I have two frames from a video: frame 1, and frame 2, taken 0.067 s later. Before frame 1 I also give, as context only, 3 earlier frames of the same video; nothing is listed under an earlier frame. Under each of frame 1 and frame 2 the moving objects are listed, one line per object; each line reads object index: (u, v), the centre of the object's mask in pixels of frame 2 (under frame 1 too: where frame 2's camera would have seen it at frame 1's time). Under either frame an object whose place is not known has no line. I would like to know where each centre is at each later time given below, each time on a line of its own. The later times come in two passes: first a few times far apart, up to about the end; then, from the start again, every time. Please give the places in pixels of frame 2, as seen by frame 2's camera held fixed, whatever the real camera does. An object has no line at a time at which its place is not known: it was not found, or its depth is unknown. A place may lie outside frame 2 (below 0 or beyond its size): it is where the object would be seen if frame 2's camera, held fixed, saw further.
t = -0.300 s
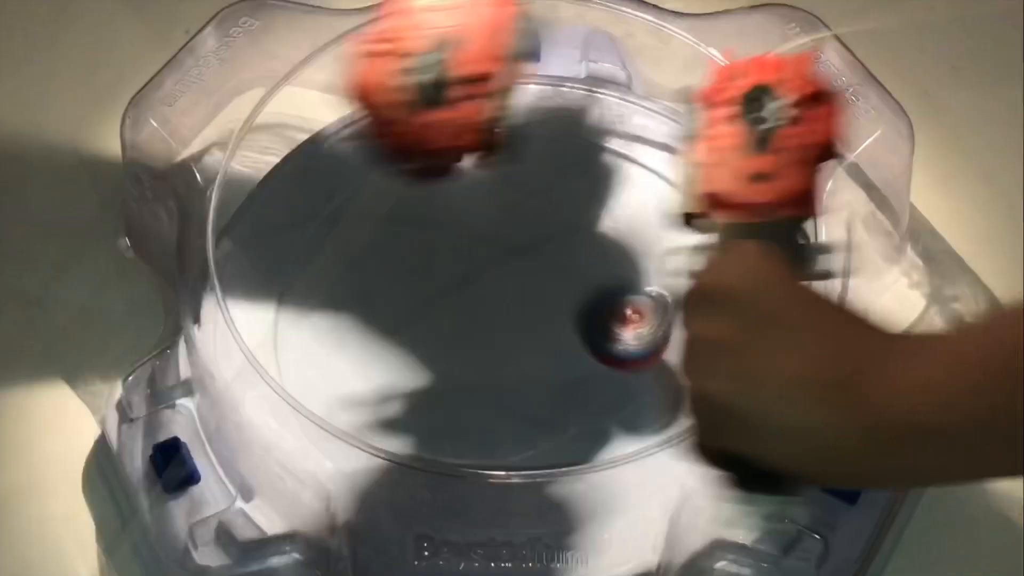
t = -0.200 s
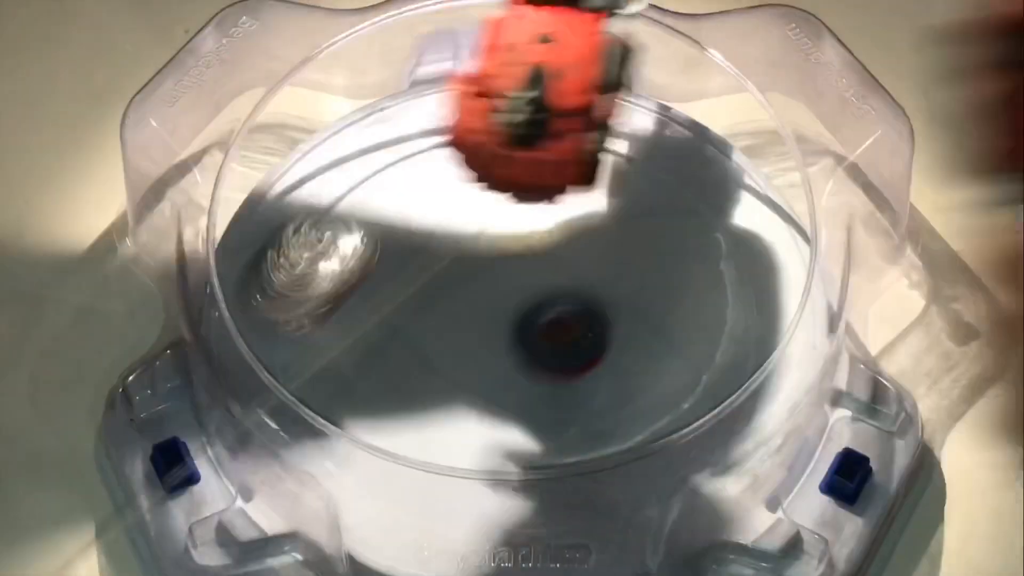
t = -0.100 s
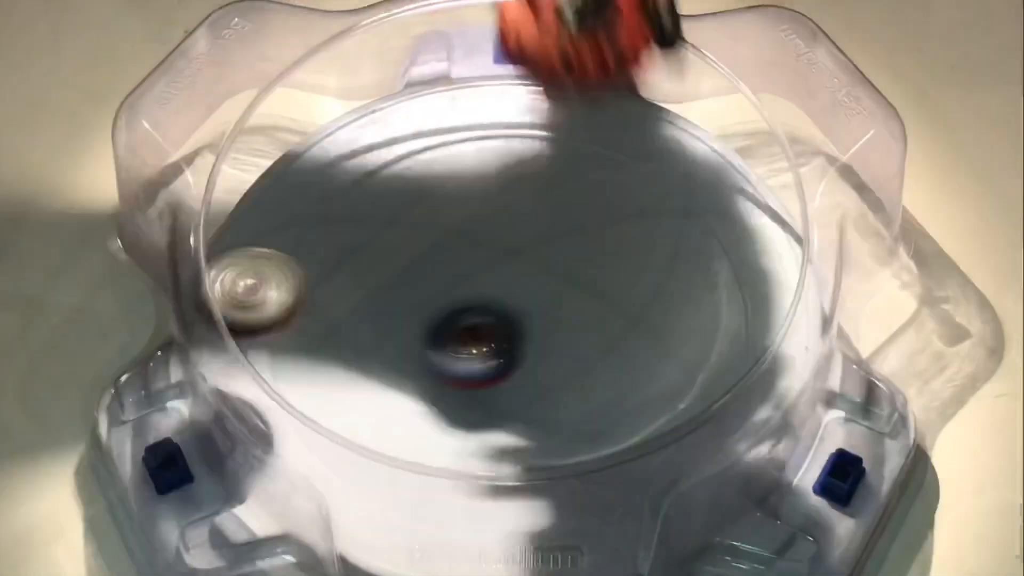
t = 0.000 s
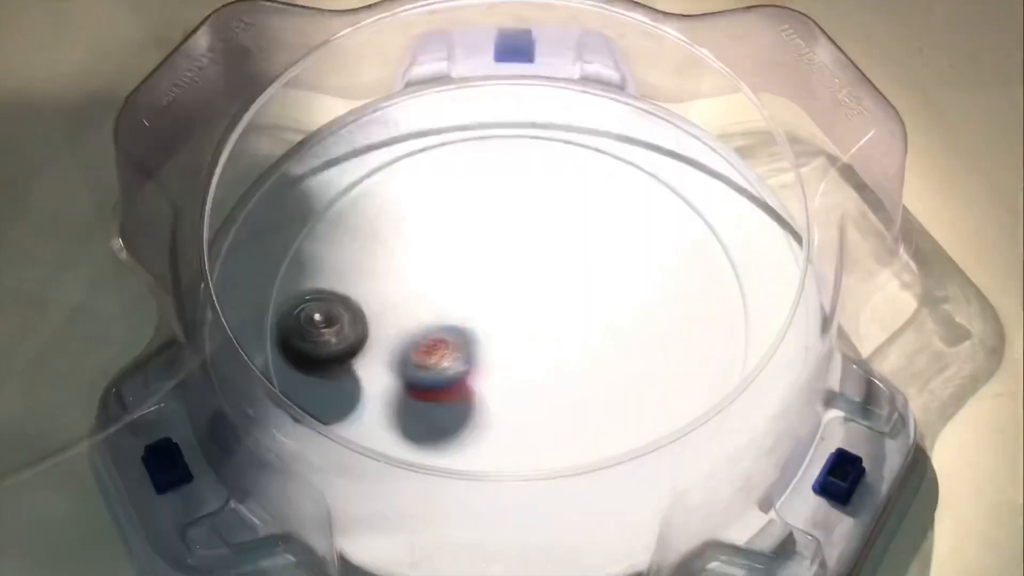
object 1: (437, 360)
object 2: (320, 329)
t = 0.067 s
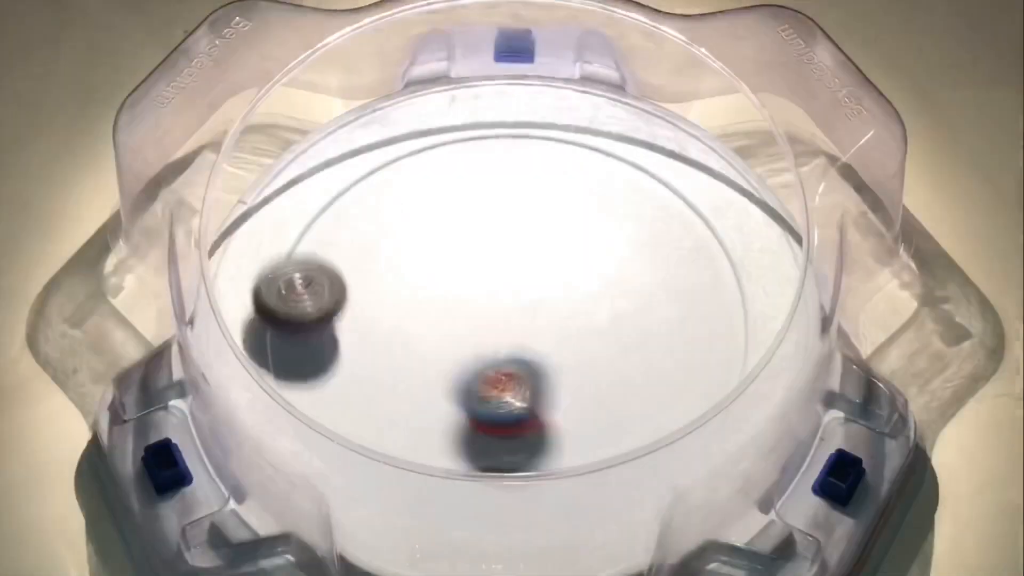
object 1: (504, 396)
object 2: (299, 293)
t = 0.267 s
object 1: (577, 413)
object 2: (351, 234)
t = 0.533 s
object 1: (428, 385)
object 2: (506, 285)
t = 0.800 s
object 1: (358, 378)
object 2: (544, 288)
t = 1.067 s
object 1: (372, 365)
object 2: (451, 237)
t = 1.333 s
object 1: (370, 328)
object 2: (421, 243)
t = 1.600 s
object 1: (389, 334)
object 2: (469, 237)
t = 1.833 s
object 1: (380, 306)
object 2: (582, 197)
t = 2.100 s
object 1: (397, 387)
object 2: (634, 210)
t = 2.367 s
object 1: (413, 344)
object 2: (619, 263)
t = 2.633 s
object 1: (393, 374)
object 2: (689, 239)
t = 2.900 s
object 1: (462, 322)
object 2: (596, 258)
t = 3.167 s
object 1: (438, 256)
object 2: (541, 406)
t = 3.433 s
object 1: (421, 241)
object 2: (578, 436)
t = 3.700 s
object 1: (483, 276)
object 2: (580, 356)
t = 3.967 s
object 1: (530, 235)
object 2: (413, 384)
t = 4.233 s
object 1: (532, 254)
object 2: (400, 421)
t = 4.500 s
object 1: (554, 299)
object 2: (448, 322)
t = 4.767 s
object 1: (654, 311)
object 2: (351, 281)
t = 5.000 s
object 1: (621, 303)
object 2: (408, 315)
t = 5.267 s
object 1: (523, 382)
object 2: (513, 250)
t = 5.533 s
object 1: (564, 407)
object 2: (494, 240)
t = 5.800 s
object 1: (459, 369)
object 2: (544, 258)
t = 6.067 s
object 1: (486, 434)
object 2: (518, 311)
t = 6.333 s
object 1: (552, 424)
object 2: (520, 209)
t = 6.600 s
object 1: (487, 351)
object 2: (445, 266)
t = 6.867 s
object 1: (439, 455)
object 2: (482, 258)
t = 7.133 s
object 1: (560, 380)
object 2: (518, 306)
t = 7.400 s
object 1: (489, 359)
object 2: (506, 234)
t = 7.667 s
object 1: (428, 364)
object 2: (528, 306)
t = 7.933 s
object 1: (394, 419)
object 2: (541, 291)
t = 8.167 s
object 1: (436, 345)
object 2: (552, 279)
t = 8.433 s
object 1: (341, 306)
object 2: (577, 296)
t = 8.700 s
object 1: (405, 300)
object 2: (511, 329)
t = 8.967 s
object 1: (416, 214)
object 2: (571, 386)
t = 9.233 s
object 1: (503, 205)
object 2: (527, 349)
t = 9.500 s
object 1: (617, 268)
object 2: (453, 281)
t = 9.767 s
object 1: (600, 336)
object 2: (461, 258)
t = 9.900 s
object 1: (533, 351)
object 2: (488, 271)
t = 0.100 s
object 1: (531, 403)
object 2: (296, 279)
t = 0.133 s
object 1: (555, 411)
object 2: (299, 261)
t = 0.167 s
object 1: (572, 416)
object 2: (306, 249)
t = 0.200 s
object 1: (581, 417)
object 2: (319, 240)
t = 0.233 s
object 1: (582, 416)
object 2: (334, 236)
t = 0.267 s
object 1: (577, 413)
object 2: (351, 234)
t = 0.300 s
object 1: (566, 408)
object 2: (371, 235)
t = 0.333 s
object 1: (550, 404)
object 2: (392, 238)
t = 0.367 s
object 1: (531, 401)
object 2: (413, 245)
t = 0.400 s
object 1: (511, 397)
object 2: (433, 252)
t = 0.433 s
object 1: (490, 394)
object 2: (454, 261)
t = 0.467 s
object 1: (469, 390)
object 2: (472, 270)
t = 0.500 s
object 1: (449, 386)
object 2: (491, 278)
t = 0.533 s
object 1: (428, 385)
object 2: (506, 285)
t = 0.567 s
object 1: (409, 383)
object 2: (522, 293)
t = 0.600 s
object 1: (394, 382)
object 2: (534, 298)
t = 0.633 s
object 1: (382, 380)
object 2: (542, 302)
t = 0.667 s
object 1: (373, 380)
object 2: (548, 303)
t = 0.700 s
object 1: (367, 379)
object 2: (551, 303)
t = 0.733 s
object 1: (363, 378)
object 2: (551, 300)
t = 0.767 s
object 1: (360, 378)
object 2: (549, 295)
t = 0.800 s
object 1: (358, 378)
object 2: (544, 288)
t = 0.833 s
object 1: (358, 378)
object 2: (536, 280)
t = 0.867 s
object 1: (358, 377)
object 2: (526, 271)
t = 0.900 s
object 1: (360, 376)
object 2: (514, 261)
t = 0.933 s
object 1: (362, 375)
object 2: (501, 253)
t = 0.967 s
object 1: (364, 374)
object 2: (487, 245)
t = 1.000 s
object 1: (367, 372)
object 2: (474, 238)
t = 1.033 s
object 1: (370, 368)
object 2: (461, 237)
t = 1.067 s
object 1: (372, 365)
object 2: (451, 237)
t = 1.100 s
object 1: (375, 361)
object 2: (443, 237)
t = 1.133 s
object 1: (377, 356)
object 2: (435, 239)
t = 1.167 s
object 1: (379, 350)
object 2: (428, 242)
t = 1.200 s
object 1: (380, 344)
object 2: (423, 245)
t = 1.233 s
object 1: (382, 336)
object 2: (417, 249)
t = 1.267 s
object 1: (382, 328)
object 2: (413, 251)
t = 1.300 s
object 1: (376, 327)
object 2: (417, 246)
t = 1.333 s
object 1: (370, 328)
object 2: (421, 243)
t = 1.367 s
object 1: (364, 330)
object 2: (426, 241)
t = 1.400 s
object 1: (362, 331)
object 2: (432, 241)
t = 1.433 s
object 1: (362, 334)
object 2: (438, 241)
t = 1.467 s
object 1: (363, 336)
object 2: (445, 241)
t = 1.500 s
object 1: (367, 336)
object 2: (449, 241)
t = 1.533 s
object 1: (372, 337)
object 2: (456, 240)
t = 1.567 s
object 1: (380, 336)
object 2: (462, 239)
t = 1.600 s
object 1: (389, 334)
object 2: (469, 237)
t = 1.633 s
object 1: (399, 331)
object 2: (474, 235)
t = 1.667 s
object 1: (409, 326)
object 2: (479, 234)
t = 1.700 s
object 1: (421, 318)
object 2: (483, 233)
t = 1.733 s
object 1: (432, 307)
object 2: (488, 232)
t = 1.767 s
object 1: (437, 296)
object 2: (500, 228)
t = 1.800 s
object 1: (406, 300)
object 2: (542, 212)
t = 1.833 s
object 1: (380, 306)
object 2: (582, 197)
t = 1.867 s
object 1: (361, 315)
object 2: (613, 185)
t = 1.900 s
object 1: (347, 327)
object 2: (638, 175)
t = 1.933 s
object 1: (340, 339)
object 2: (655, 166)
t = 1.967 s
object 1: (341, 353)
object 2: (661, 166)
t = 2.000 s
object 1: (348, 366)
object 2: (659, 176)
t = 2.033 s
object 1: (361, 376)
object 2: (654, 186)
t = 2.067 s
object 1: (378, 384)
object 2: (645, 198)
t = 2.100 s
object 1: (397, 387)
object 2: (634, 210)
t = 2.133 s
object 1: (418, 386)
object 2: (620, 224)
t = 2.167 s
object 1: (438, 380)
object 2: (606, 236)
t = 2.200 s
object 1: (457, 371)
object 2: (590, 249)
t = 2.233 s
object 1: (473, 358)
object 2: (574, 264)
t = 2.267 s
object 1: (487, 344)
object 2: (560, 276)
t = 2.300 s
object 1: (471, 336)
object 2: (568, 276)
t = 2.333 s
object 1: (439, 341)
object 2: (595, 265)
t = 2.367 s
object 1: (413, 344)
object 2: (619, 263)
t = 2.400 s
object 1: (394, 346)
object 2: (639, 257)
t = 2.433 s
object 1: (380, 349)
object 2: (655, 255)
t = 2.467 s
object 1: (373, 353)
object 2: (668, 253)
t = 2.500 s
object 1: (372, 359)
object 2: (680, 252)
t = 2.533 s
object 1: (374, 364)
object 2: (687, 250)
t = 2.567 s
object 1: (379, 369)
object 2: (691, 246)
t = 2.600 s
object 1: (386, 372)
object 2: (691, 243)
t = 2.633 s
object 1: (393, 374)
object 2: (689, 239)
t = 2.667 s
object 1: (402, 374)
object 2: (682, 236)
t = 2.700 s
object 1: (411, 371)
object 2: (672, 233)
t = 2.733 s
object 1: (422, 365)
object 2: (661, 231)
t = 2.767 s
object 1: (432, 357)
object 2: (650, 232)
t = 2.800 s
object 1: (442, 348)
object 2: (637, 235)
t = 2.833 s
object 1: (450, 340)
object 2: (623, 240)
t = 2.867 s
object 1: (457, 331)
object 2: (610, 247)
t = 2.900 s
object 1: (462, 322)
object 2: (596, 258)
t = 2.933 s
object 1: (465, 313)
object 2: (581, 273)
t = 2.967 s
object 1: (465, 304)
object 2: (567, 289)
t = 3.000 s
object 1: (461, 295)
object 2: (558, 308)
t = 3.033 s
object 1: (454, 284)
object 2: (552, 328)
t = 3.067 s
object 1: (449, 276)
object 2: (548, 349)
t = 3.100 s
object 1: (445, 269)
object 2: (545, 370)
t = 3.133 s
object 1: (442, 262)
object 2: (542, 389)
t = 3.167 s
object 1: (438, 256)
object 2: (541, 406)
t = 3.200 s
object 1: (435, 251)
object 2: (542, 421)
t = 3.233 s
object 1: (432, 247)
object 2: (543, 431)
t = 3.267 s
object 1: (429, 244)
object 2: (547, 436)
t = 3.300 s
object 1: (427, 241)
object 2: (551, 439)
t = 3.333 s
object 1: (424, 239)
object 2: (556, 441)
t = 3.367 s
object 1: (422, 239)
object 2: (562, 441)
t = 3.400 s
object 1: (421, 239)
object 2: (569, 439)
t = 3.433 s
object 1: (421, 241)
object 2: (578, 436)
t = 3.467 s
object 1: (422, 244)
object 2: (586, 431)
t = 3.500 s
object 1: (425, 248)
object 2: (594, 425)
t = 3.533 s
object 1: (431, 253)
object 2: (598, 412)
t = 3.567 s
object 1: (438, 258)
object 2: (602, 400)
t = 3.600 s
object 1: (448, 264)
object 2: (602, 388)
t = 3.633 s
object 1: (459, 269)
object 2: (599, 376)
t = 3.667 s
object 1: (471, 272)
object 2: (591, 365)
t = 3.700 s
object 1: (483, 276)
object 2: (580, 356)
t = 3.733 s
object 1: (495, 279)
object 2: (565, 347)
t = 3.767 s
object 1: (506, 274)
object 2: (546, 348)
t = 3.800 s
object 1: (516, 259)
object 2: (526, 357)
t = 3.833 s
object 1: (523, 249)
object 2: (505, 365)
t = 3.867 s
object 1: (528, 242)
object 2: (483, 370)
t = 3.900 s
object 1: (530, 237)
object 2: (459, 376)
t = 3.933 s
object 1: (530, 235)
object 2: (436, 380)
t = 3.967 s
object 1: (530, 235)
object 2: (413, 384)
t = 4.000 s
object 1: (528, 234)
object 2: (394, 388)
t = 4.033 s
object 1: (528, 235)
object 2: (380, 393)
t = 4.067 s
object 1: (527, 236)
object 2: (370, 398)
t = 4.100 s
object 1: (527, 238)
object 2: (365, 404)
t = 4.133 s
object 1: (527, 241)
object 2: (366, 409)
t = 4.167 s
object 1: (528, 244)
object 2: (373, 414)
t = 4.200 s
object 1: (530, 249)
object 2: (385, 419)
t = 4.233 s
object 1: (532, 254)
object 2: (400, 421)
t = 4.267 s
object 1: (535, 259)
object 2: (413, 421)
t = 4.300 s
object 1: (537, 266)
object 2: (426, 417)
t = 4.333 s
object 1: (540, 271)
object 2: (437, 408)
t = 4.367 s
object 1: (541, 278)
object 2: (446, 394)
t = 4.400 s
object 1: (543, 284)
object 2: (452, 378)
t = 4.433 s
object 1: (544, 290)
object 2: (456, 360)
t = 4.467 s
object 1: (545, 295)
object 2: (458, 341)
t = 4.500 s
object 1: (554, 299)
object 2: (448, 322)
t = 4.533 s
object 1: (572, 302)
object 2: (431, 308)
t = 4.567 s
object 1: (590, 305)
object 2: (415, 294)
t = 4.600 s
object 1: (605, 308)
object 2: (399, 282)
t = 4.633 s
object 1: (620, 311)
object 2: (385, 274)
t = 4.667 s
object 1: (632, 312)
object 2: (373, 270)
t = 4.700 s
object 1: (641, 313)
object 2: (362, 271)
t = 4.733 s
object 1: (649, 312)
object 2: (355, 274)
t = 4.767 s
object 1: (654, 311)
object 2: (351, 281)
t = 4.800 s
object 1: (655, 310)
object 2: (349, 291)
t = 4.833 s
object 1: (655, 308)
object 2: (351, 303)
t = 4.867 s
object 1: (653, 306)
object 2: (356, 309)
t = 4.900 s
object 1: (651, 303)
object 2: (362, 317)
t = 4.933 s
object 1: (645, 301)
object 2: (374, 319)
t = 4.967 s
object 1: (635, 301)
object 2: (389, 318)
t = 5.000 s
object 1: (621, 303)
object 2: (408, 315)
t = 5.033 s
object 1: (608, 307)
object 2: (428, 308)
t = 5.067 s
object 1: (593, 313)
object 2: (446, 301)
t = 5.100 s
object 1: (579, 322)
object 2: (464, 292)
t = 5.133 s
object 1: (565, 332)
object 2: (478, 283)
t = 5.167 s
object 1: (554, 345)
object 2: (492, 274)
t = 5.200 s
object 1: (538, 354)
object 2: (501, 265)
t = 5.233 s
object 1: (531, 368)
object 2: (509, 257)
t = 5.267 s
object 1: (523, 382)
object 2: (513, 250)
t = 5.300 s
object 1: (518, 394)
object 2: (515, 244)
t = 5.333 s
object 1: (517, 405)
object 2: (515, 240)
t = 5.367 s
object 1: (519, 415)
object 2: (513, 237)
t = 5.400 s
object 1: (525, 422)
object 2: (509, 236)
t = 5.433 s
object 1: (536, 426)
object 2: (504, 236)
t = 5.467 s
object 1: (548, 426)
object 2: (500, 237)
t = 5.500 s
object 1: (558, 418)
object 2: (495, 238)
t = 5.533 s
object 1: (564, 407)
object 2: (494, 240)
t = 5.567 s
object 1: (564, 393)
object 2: (495, 243)
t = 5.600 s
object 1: (558, 378)
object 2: (500, 249)
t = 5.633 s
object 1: (548, 363)
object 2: (506, 255)
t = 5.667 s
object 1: (533, 349)
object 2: (515, 263)
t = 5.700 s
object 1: (516, 347)
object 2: (523, 259)
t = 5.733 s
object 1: (495, 352)
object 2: (532, 257)
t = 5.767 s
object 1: (478, 358)
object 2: (538, 257)
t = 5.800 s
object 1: (459, 369)
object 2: (544, 258)
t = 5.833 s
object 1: (444, 379)
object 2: (547, 262)
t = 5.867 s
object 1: (433, 391)
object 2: (551, 269)
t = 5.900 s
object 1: (427, 404)
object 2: (551, 275)
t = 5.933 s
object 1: (427, 415)
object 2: (550, 285)
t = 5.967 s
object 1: (434, 425)
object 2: (545, 294)
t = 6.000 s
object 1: (447, 433)
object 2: (538, 302)
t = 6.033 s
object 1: (465, 435)
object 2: (528, 309)
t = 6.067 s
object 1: (486, 434)
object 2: (518, 311)
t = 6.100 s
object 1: (507, 423)
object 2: (512, 314)
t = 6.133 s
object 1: (523, 405)
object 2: (506, 314)
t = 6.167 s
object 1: (528, 390)
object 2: (507, 306)
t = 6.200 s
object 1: (532, 399)
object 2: (510, 280)
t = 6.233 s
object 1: (536, 408)
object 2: (514, 253)
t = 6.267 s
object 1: (539, 417)
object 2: (519, 232)
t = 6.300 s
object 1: (545, 422)
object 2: (521, 218)
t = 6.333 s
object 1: (552, 424)
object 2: (520, 209)
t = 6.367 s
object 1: (559, 421)
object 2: (517, 203)
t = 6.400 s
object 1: (561, 414)
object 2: (511, 204)
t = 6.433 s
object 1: (562, 404)
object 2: (501, 210)
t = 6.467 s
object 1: (555, 393)
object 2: (488, 218)
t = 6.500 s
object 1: (543, 379)
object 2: (476, 229)
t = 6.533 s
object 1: (526, 367)
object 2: (463, 243)
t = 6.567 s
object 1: (507, 358)
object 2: (453, 255)
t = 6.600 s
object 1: (487, 351)
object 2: (445, 266)
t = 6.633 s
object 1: (466, 354)
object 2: (439, 268)
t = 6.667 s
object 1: (450, 368)
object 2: (436, 262)
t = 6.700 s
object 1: (439, 384)
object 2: (437, 256)
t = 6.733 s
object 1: (431, 398)
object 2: (441, 252)
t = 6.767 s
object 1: (426, 413)
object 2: (449, 249)
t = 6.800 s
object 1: (426, 426)
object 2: (459, 248)
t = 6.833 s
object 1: (431, 437)
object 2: (471, 252)
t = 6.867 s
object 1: (439, 455)
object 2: (482, 258)
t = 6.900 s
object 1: (455, 467)
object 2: (492, 263)
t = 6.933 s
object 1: (477, 472)
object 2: (501, 270)
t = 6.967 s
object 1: (503, 471)
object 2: (509, 278)
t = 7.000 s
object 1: (527, 460)
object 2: (516, 287)
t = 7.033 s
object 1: (544, 440)
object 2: (519, 296)
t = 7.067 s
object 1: (557, 423)
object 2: (521, 303)
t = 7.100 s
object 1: (563, 400)
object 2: (520, 307)
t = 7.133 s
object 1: (560, 380)
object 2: (518, 306)
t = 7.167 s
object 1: (558, 374)
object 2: (512, 287)
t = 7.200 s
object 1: (553, 371)
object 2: (507, 272)
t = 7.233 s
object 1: (544, 368)
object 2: (503, 258)
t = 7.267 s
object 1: (534, 366)
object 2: (501, 246)
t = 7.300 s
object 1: (524, 365)
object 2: (500, 239)
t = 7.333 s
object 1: (513, 362)
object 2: (501, 234)
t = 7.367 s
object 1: (501, 360)
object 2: (503, 232)
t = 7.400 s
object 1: (489, 359)
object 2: (506, 234)
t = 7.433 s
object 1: (478, 359)
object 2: (510, 240)
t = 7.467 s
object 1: (468, 359)
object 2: (514, 250)
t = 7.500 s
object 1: (461, 358)
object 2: (517, 262)
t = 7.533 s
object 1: (453, 361)
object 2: (518, 274)
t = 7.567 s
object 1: (450, 360)
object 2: (519, 285)
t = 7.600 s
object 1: (448, 361)
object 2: (518, 296)
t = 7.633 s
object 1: (445, 360)
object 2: (517, 305)
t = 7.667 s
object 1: (428, 364)
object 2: (528, 306)
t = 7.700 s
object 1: (413, 370)
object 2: (539, 306)
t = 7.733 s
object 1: (398, 376)
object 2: (547, 304)
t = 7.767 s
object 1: (385, 384)
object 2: (553, 302)
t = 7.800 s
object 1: (375, 393)
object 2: (554, 301)
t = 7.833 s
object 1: (369, 403)
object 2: (554, 298)
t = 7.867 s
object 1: (373, 410)
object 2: (550, 296)
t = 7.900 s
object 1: (382, 417)
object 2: (546, 294)
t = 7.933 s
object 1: (394, 419)
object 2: (541, 291)
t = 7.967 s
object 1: (408, 419)
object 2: (537, 289)
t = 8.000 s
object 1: (424, 412)
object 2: (533, 288)
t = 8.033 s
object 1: (440, 401)
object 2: (529, 288)
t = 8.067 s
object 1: (452, 385)
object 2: (526, 289)
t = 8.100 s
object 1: (462, 368)
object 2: (522, 290)
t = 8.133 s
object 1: (454, 352)
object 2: (530, 287)
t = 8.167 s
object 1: (436, 345)
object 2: (552, 279)
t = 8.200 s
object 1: (421, 337)
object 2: (569, 274)
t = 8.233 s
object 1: (406, 330)
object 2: (580, 270)
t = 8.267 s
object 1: (392, 323)
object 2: (587, 271)
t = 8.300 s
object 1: (379, 319)
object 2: (591, 273)
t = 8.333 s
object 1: (368, 314)
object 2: (592, 278)
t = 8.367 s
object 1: (357, 310)
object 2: (590, 285)
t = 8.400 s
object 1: (347, 307)
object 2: (585, 291)
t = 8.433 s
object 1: (341, 306)
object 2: (577, 296)
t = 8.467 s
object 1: (340, 306)
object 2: (566, 301)
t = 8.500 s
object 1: (341, 307)
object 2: (554, 305)
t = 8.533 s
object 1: (345, 310)
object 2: (543, 311)
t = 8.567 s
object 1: (355, 311)
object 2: (532, 314)
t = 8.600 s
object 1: (366, 310)
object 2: (523, 313)
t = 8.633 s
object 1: (381, 312)
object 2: (513, 315)
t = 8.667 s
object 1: (399, 311)
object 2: (504, 317)
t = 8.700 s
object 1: (405, 300)
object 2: (511, 329)
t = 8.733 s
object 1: (397, 281)
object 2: (532, 344)
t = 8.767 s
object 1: (396, 264)
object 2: (548, 357)
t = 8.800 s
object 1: (395, 253)
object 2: (562, 369)
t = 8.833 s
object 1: (397, 244)
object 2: (573, 378)
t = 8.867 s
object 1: (400, 235)
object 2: (576, 384)
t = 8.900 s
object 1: (404, 229)
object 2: (577, 386)
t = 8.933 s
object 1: (410, 218)
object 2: (575, 387)
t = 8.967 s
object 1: (416, 214)
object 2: (571, 386)
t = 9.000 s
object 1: (425, 207)
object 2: (569, 384)
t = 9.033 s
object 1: (433, 202)
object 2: (565, 380)
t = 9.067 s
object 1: (444, 201)
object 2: (560, 377)
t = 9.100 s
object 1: (454, 197)
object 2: (556, 374)
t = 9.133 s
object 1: (466, 198)
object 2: (550, 369)
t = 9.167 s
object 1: (477, 198)
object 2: (543, 363)
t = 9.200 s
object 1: (489, 201)
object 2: (536, 358)
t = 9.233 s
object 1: (503, 205)
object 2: (527, 349)
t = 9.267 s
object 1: (513, 210)
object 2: (520, 341)
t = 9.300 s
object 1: (526, 217)
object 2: (513, 332)
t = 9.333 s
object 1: (537, 224)
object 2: (505, 322)
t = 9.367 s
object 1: (549, 232)
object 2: (501, 312)
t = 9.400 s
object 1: (560, 240)
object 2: (495, 302)
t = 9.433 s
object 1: (584, 249)
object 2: (478, 295)
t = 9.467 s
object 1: (602, 257)
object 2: (464, 289)
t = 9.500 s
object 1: (617, 268)
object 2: (453, 281)
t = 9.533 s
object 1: (624, 278)
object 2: (446, 275)
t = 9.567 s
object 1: (629, 286)
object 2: (443, 269)
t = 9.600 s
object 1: (631, 296)
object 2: (444, 265)
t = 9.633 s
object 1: (630, 304)
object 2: (445, 261)
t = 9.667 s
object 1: (625, 314)
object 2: (448, 260)
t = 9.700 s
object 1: (620, 321)
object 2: (450, 257)
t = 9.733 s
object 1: (610, 328)
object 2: (456, 259)
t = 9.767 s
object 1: (600, 336)
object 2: (461, 258)
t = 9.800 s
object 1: (587, 340)
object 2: (467, 262)
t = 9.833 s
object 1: (572, 346)
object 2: (473, 263)
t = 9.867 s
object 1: (553, 349)
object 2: (480, 268)
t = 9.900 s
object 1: (533, 351)
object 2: (488, 271)
